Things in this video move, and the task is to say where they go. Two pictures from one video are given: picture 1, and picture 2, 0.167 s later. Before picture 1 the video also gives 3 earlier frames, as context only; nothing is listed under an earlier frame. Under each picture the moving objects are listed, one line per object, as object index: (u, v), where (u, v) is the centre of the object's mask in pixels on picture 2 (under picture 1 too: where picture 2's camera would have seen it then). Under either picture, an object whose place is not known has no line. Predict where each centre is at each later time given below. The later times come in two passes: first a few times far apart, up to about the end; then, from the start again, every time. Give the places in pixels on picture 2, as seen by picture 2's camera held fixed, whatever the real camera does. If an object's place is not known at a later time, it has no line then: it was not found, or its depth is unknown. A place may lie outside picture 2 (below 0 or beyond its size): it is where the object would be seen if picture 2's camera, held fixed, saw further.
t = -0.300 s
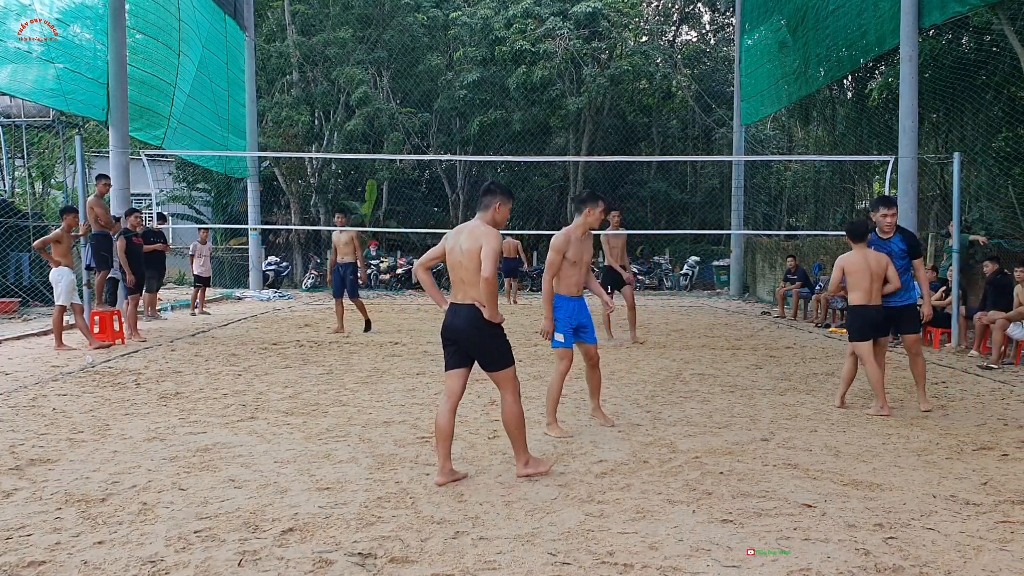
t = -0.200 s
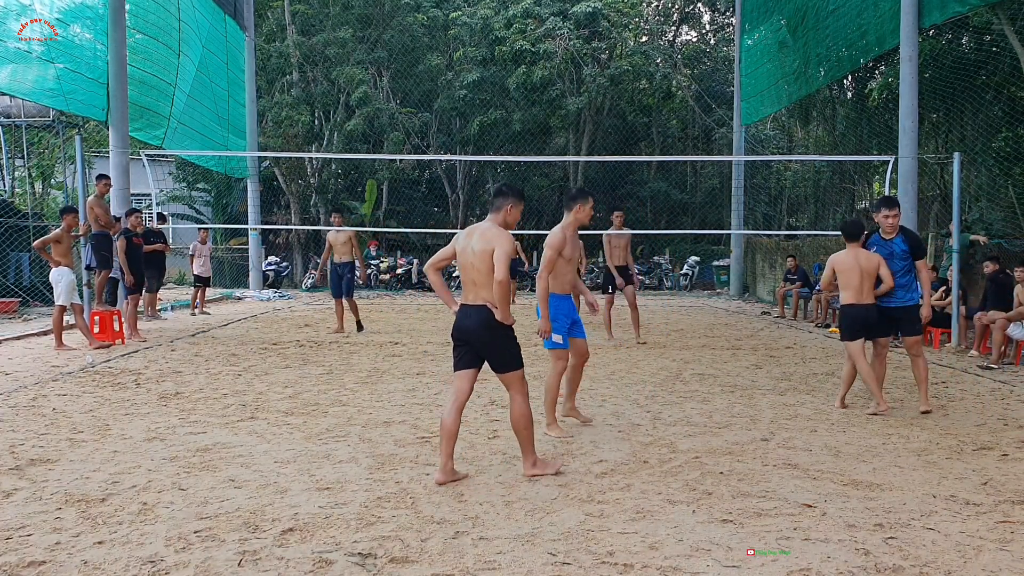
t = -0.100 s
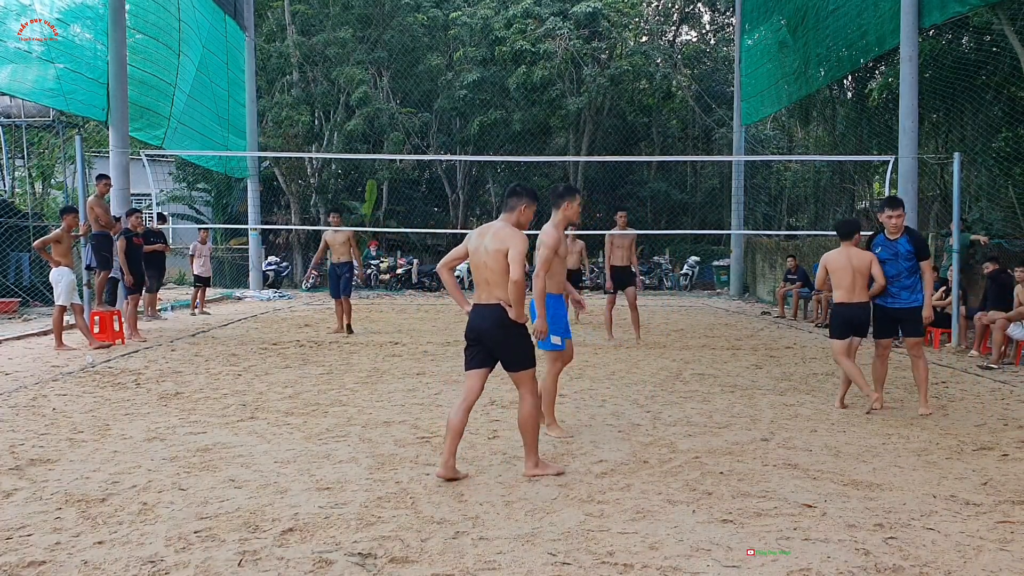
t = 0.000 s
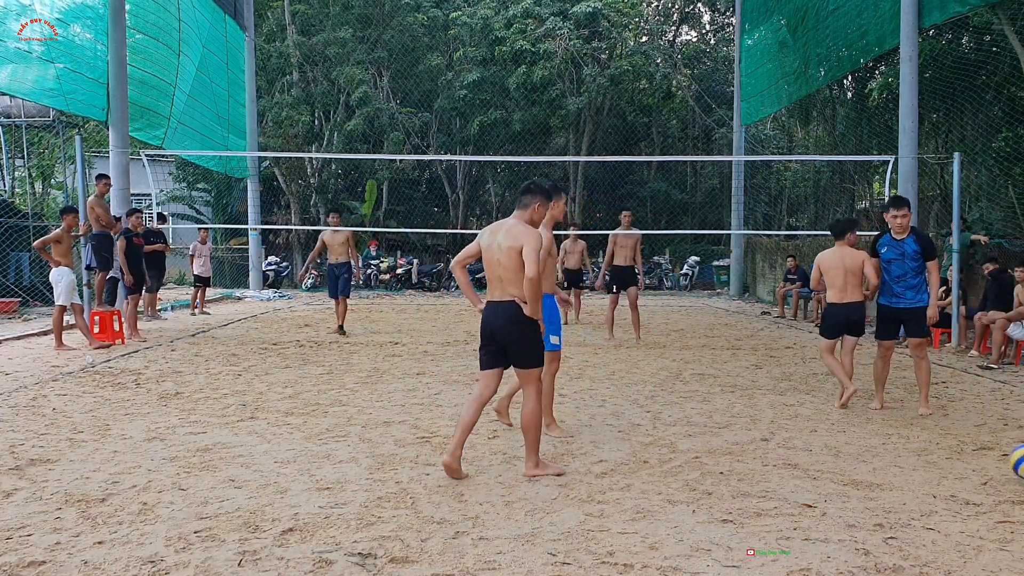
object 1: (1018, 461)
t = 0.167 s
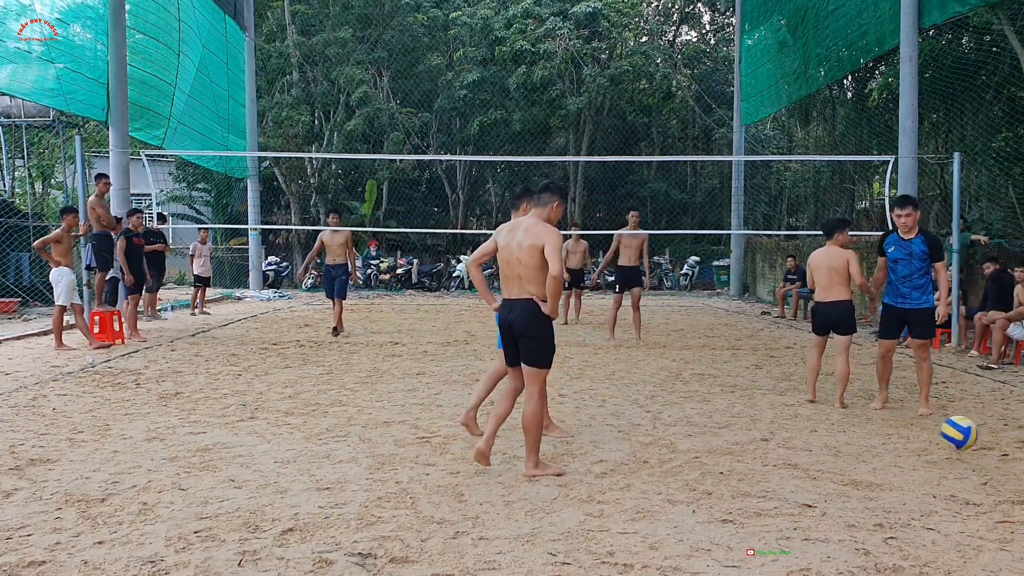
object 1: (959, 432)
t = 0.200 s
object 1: (946, 434)
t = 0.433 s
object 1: (868, 428)
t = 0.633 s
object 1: (812, 411)
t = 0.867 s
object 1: (760, 398)
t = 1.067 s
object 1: (721, 389)
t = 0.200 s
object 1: (946, 434)
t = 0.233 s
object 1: (935, 436)
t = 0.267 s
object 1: (923, 440)
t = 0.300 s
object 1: (911, 440)
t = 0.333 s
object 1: (900, 438)
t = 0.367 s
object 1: (889, 433)
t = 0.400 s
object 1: (878, 430)
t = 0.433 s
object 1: (868, 428)
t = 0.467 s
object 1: (859, 424)
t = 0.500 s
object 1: (849, 420)
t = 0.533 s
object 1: (839, 418)
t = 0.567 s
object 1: (830, 418)
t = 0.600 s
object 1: (821, 415)
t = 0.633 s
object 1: (812, 411)
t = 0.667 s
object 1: (804, 410)
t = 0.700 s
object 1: (796, 409)
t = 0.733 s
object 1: (788, 407)
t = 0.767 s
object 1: (780, 403)
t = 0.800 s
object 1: (774, 399)
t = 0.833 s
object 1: (766, 398)
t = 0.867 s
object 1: (760, 398)
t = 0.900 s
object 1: (753, 396)
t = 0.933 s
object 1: (746, 391)
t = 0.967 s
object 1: (740, 389)
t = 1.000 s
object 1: (733, 388)
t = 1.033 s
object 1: (727, 388)
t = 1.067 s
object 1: (721, 389)
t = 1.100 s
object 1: (715, 386)
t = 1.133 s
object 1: (709, 383)
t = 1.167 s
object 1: (703, 382)
